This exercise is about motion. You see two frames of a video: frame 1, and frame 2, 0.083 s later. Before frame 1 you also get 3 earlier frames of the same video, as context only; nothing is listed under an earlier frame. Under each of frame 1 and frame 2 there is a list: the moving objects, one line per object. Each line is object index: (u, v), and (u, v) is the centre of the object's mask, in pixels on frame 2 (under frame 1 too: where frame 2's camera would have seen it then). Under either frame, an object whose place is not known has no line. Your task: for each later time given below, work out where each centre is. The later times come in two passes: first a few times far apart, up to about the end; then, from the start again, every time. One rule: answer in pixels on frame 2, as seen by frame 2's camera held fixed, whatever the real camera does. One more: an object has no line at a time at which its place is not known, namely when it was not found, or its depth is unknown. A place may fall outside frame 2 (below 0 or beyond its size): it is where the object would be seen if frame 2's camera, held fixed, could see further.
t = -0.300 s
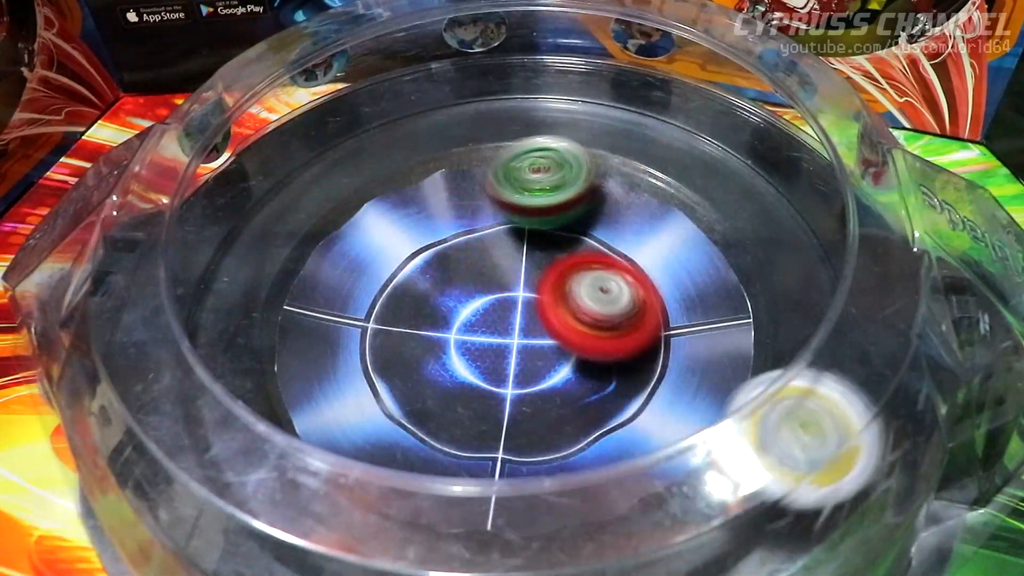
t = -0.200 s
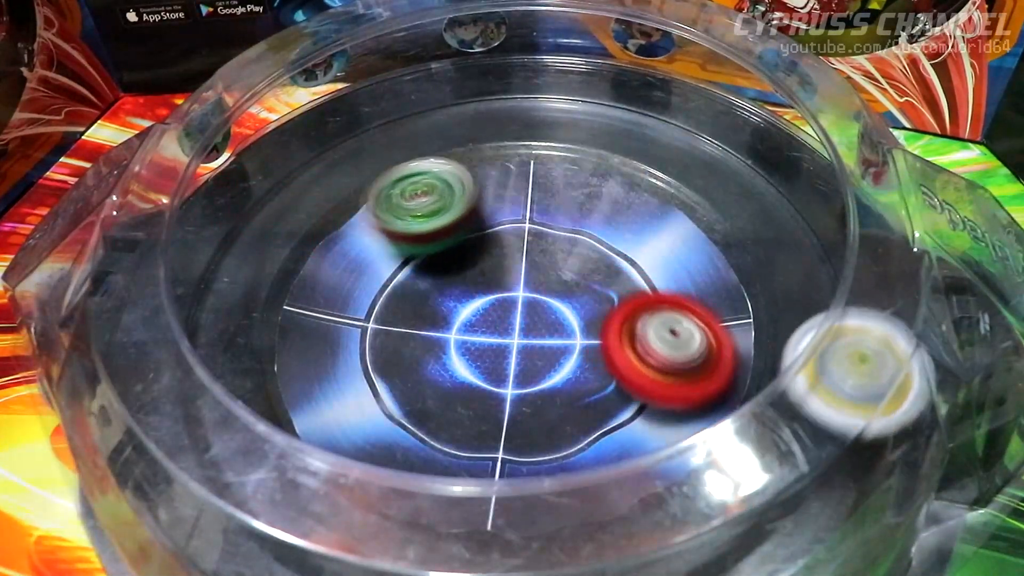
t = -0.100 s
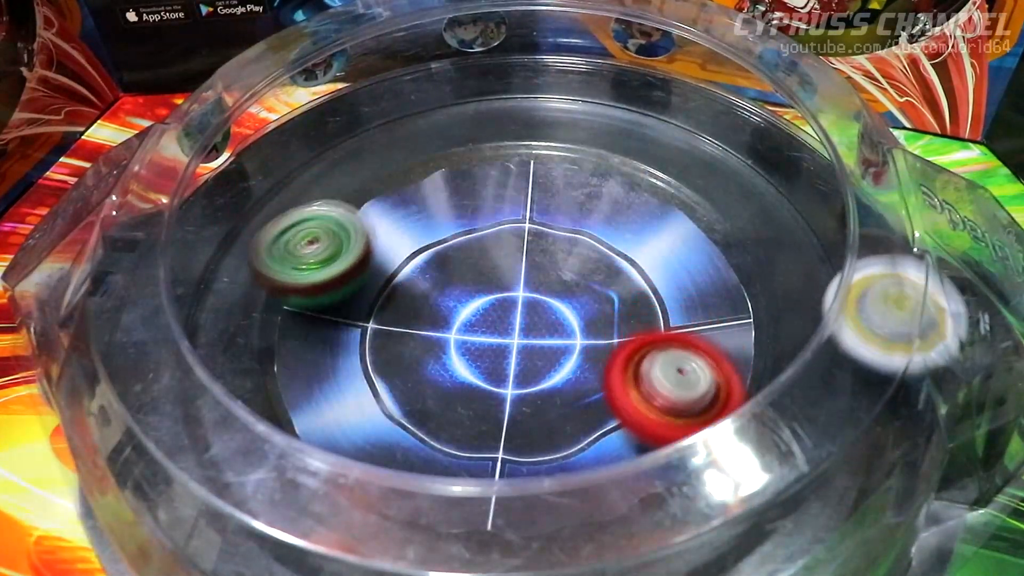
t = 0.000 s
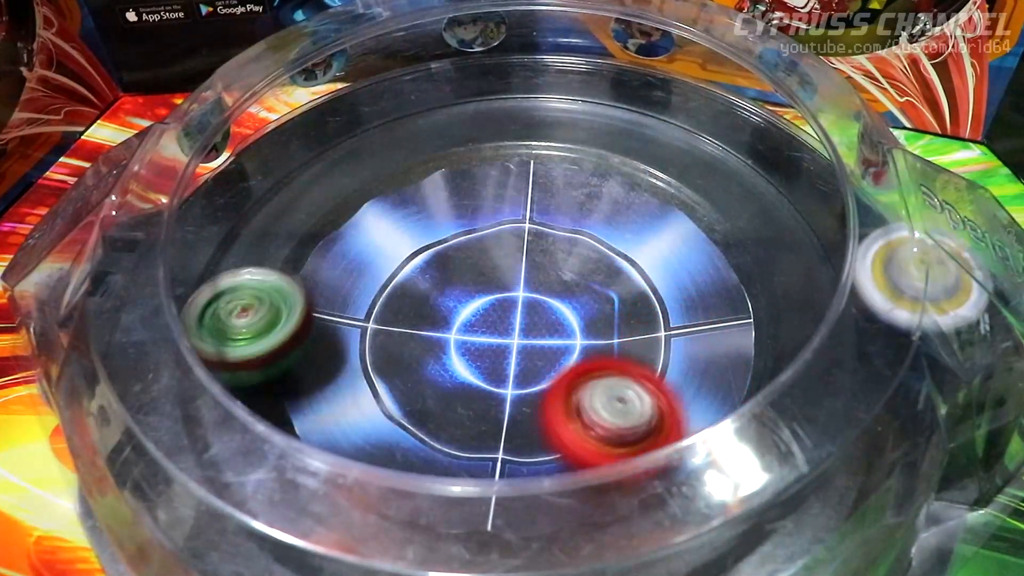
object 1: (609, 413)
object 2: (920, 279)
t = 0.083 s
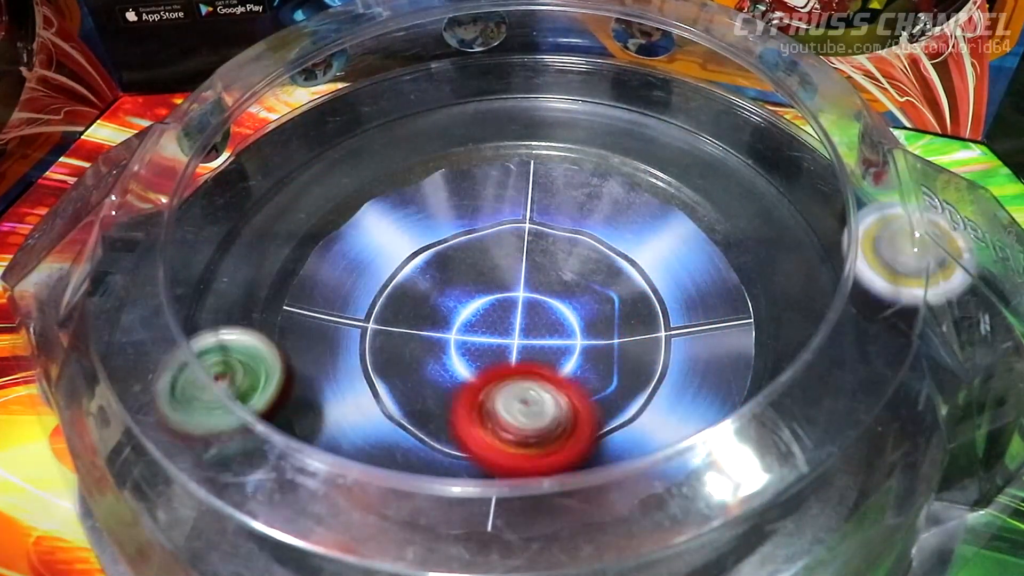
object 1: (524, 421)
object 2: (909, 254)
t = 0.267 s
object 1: (333, 333)
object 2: (860, 213)
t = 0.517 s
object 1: (432, 211)
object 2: (804, 195)
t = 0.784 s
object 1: (600, 357)
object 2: (765, 146)
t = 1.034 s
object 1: (328, 476)
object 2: (722, 145)
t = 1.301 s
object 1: (218, 440)
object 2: (645, 167)
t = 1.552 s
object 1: (296, 403)
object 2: (375, 301)
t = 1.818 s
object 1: (415, 537)
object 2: (511, 319)
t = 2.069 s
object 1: (578, 533)
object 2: (590, 291)
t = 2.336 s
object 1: (685, 530)
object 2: (577, 199)
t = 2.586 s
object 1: (706, 492)
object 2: (479, 238)
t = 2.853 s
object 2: (419, 332)
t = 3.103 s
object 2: (409, 350)
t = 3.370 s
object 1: (789, 325)
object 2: (506, 331)
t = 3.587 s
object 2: (273, 315)
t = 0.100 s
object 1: (505, 420)
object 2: (904, 249)
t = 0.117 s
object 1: (484, 416)
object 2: (898, 245)
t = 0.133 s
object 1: (463, 411)
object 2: (893, 240)
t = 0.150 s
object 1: (443, 405)
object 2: (888, 236)
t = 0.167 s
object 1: (424, 398)
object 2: (884, 232)
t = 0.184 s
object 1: (404, 389)
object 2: (881, 228)
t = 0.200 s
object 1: (385, 379)
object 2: (869, 225)
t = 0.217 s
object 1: (369, 369)
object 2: (866, 222)
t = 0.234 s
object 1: (354, 357)
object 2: (865, 219)
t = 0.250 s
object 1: (342, 344)
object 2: (863, 215)
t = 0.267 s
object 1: (333, 333)
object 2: (860, 213)
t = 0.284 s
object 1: (326, 321)
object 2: (857, 210)
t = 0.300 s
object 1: (321, 310)
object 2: (855, 208)
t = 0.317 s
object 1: (319, 298)
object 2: (852, 206)
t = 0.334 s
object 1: (319, 286)
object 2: (850, 204)
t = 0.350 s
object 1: (321, 276)
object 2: (848, 202)
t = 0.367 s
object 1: (324, 266)
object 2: (845, 202)
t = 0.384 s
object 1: (330, 257)
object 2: (843, 199)
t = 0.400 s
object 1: (337, 248)
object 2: (840, 198)
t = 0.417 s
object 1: (346, 240)
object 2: (836, 196)
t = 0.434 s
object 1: (357, 232)
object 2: (833, 195)
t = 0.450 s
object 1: (369, 226)
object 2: (829, 195)
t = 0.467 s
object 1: (382, 221)
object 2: (825, 195)
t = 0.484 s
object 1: (398, 216)
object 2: (819, 195)
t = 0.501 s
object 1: (415, 213)
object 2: (813, 194)
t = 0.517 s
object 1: (432, 211)
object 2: (804, 195)
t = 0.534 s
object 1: (450, 209)
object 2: (792, 196)
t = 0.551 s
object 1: (470, 208)
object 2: (787, 195)
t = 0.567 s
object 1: (491, 208)
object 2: (781, 194)
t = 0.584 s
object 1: (513, 210)
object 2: (775, 194)
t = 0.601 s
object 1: (534, 212)
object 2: (767, 194)
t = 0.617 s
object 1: (557, 215)
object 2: (760, 193)
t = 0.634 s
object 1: (579, 218)
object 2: (753, 193)
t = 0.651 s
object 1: (598, 223)
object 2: (747, 192)
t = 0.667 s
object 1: (619, 229)
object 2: (740, 192)
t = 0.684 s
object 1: (634, 236)
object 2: (737, 190)
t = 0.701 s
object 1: (634, 256)
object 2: (750, 179)
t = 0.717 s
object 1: (630, 279)
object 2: (766, 169)
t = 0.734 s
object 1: (626, 298)
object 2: (776, 163)
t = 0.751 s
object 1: (619, 318)
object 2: (773, 154)
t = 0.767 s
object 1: (610, 334)
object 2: (769, 148)
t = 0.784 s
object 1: (600, 357)
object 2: (765, 146)
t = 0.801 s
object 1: (588, 378)
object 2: (761, 148)
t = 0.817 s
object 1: (575, 393)
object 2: (755, 153)
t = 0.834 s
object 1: (559, 409)
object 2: (752, 149)
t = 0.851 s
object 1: (542, 422)
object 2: (750, 146)
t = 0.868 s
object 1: (523, 430)
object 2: (748, 146)
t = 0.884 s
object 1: (503, 438)
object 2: (744, 149)
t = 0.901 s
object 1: (483, 458)
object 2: (742, 148)
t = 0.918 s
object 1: (470, 476)
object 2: (740, 146)
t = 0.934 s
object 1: (439, 496)
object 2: (738, 147)
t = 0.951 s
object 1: (417, 495)
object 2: (735, 146)
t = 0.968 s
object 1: (396, 495)
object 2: (733, 146)
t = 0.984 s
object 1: (384, 495)
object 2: (730, 145)
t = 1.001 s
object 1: (362, 483)
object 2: (728, 145)
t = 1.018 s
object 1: (345, 479)
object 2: (725, 144)
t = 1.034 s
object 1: (328, 476)
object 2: (722, 145)
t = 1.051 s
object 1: (314, 475)
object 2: (719, 145)
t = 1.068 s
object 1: (302, 473)
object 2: (716, 145)
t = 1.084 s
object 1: (287, 479)
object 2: (712, 145)
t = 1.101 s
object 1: (276, 473)
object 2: (709, 146)
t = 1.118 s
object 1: (271, 476)
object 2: (706, 146)
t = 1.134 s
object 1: (254, 464)
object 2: (703, 147)
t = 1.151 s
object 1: (236, 475)
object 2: (700, 148)
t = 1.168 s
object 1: (225, 479)
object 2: (697, 149)
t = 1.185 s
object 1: (219, 478)
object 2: (694, 150)
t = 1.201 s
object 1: (214, 477)
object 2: (691, 151)
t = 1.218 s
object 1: (211, 474)
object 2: (687, 153)
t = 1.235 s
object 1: (213, 466)
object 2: (680, 156)
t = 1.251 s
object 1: (210, 464)
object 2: (673, 158)
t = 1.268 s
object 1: (209, 460)
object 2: (665, 162)
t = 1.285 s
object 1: (208, 454)
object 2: (655, 164)
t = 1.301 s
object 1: (218, 440)
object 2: (645, 167)
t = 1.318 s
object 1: (220, 435)
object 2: (633, 171)
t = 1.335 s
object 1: (223, 431)
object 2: (619, 176)
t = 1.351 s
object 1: (225, 429)
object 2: (603, 179)
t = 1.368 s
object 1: (228, 427)
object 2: (587, 183)
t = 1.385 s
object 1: (231, 426)
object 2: (570, 186)
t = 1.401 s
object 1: (235, 424)
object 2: (549, 191)
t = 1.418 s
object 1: (241, 422)
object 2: (528, 198)
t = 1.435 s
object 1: (245, 420)
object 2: (509, 205)
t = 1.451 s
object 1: (245, 425)
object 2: (487, 214)
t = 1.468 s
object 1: (247, 425)
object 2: (467, 224)
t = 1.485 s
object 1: (268, 422)
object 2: (447, 237)
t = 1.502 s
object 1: (272, 422)
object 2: (426, 251)
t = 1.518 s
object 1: (286, 416)
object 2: (406, 265)
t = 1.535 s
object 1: (291, 416)
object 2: (389, 282)
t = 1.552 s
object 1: (296, 403)
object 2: (375, 301)
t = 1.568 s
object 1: (306, 404)
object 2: (366, 313)
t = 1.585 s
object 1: (316, 405)
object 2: (364, 321)
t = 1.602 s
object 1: (316, 420)
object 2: (368, 321)
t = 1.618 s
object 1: (320, 439)
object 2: (375, 321)
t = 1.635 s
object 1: (333, 480)
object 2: (384, 320)
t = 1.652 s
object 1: (330, 476)
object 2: (395, 316)
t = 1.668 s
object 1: (337, 497)
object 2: (406, 315)
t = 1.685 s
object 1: (342, 523)
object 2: (417, 314)
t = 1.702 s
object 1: (345, 522)
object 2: (429, 312)
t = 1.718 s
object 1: (354, 526)
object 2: (441, 312)
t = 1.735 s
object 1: (358, 533)
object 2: (453, 311)
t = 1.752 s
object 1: (363, 526)
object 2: (465, 312)
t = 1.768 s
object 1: (375, 527)
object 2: (477, 313)
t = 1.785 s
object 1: (389, 522)
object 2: (489, 314)
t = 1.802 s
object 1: (405, 527)
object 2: (500, 316)
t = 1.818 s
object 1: (415, 537)
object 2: (511, 319)
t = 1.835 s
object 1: (434, 535)
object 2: (520, 321)
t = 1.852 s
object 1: (444, 534)
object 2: (530, 323)
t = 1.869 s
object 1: (457, 534)
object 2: (540, 324)
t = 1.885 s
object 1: (469, 533)
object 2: (548, 323)
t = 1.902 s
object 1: (481, 534)
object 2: (557, 323)
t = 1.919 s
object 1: (489, 548)
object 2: (565, 321)
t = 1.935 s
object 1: (501, 533)
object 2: (572, 319)
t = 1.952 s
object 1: (507, 542)
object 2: (579, 317)
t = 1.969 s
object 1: (521, 540)
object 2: (583, 314)
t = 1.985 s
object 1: (531, 540)
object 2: (587, 311)
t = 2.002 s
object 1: (541, 537)
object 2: (589, 307)
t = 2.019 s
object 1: (551, 535)
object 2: (590, 303)
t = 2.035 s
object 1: (560, 537)
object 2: (591, 299)
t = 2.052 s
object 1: (567, 536)
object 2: (591, 295)
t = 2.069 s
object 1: (578, 533)
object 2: (590, 291)
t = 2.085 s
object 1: (587, 532)
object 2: (589, 286)
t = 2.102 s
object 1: (595, 533)
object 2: (588, 281)
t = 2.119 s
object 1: (604, 533)
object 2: (591, 271)
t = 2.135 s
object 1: (613, 533)
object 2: (595, 264)
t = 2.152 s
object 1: (620, 533)
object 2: (597, 258)
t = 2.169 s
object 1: (623, 533)
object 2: (598, 252)
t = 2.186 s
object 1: (636, 525)
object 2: (596, 248)
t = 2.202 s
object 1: (644, 525)
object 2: (593, 246)
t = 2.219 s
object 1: (651, 525)
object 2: (588, 245)
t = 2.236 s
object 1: (659, 525)
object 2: (584, 244)
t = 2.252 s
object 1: (666, 525)
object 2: (581, 243)
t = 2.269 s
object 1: (664, 532)
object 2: (583, 231)
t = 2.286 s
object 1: (681, 526)
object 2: (583, 221)
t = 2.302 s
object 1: (678, 533)
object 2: (583, 212)
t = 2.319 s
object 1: (684, 533)
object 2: (580, 205)
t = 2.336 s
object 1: (685, 530)
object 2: (577, 199)
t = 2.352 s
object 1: (685, 528)
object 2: (572, 195)
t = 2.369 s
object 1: (685, 527)
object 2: (568, 193)
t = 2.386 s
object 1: (685, 527)
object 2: (562, 191)
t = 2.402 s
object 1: (686, 527)
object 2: (556, 191)
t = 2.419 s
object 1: (688, 525)
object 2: (549, 192)
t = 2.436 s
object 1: (688, 523)
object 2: (543, 194)
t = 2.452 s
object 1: (690, 521)
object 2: (536, 195)
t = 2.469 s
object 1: (692, 519)
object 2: (529, 198)
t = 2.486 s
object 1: (694, 517)
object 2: (522, 201)
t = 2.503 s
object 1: (696, 515)
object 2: (515, 205)
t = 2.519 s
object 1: (694, 499)
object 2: (508, 210)
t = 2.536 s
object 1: (702, 498)
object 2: (501, 216)
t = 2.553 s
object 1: (702, 490)
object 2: (494, 222)
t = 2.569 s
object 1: (705, 493)
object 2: (486, 229)
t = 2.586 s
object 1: (706, 492)
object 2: (479, 238)
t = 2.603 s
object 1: (706, 492)
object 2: (471, 248)
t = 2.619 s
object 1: (705, 490)
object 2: (464, 259)
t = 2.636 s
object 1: (705, 489)
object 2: (455, 268)
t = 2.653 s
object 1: (705, 487)
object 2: (443, 266)
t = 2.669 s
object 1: (742, 495)
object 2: (431, 268)
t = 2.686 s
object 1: (765, 482)
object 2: (419, 269)
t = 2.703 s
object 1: (766, 482)
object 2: (411, 272)
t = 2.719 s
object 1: (779, 462)
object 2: (405, 275)
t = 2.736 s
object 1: (785, 427)
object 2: (401, 280)
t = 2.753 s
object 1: (793, 435)
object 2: (398, 284)
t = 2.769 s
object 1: (797, 437)
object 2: (398, 291)
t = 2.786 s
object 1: (799, 428)
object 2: (399, 300)
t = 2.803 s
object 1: (788, 450)
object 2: (402, 307)
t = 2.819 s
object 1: (787, 446)
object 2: (406, 314)
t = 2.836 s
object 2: (410, 322)
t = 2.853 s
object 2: (419, 332)
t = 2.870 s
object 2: (426, 339)
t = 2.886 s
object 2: (438, 348)
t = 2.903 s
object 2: (452, 355)
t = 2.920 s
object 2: (469, 359)
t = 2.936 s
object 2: (483, 363)
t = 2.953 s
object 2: (470, 366)
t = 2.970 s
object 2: (456, 368)
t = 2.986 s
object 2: (443, 368)
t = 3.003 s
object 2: (433, 367)
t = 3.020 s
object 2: (424, 365)
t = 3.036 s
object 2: (418, 363)
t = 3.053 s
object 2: (413, 360)
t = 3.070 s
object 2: (411, 356)
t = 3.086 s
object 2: (409, 353)
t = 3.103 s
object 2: (409, 350)
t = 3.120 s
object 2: (409, 348)
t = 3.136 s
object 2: (411, 345)
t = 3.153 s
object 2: (414, 343)
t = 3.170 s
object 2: (418, 342)
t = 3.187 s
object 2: (423, 341)
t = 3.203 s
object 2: (427, 340)
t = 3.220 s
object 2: (433, 340)
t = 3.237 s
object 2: (441, 341)
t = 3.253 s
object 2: (448, 341)
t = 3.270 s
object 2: (455, 341)
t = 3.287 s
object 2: (462, 341)
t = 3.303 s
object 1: (798, 343)
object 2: (471, 340)
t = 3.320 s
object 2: (479, 338)
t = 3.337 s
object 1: (794, 334)
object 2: (487, 337)
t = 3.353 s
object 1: (791, 329)
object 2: (497, 335)
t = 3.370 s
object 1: (789, 325)
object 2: (506, 331)
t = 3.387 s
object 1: (786, 321)
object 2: (514, 327)
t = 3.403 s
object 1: (783, 317)
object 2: (521, 321)
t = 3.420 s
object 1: (776, 307)
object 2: (528, 315)
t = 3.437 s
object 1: (776, 303)
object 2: (506, 312)
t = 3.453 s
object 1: (775, 300)
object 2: (470, 315)
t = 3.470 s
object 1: (775, 297)
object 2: (439, 316)
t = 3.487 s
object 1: (775, 295)
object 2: (405, 315)
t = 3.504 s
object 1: (776, 298)
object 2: (376, 313)
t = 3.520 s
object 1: (779, 299)
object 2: (350, 313)
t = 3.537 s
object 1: (780, 302)
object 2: (327, 312)
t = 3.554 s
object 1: (788, 310)
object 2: (306, 312)
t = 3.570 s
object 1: (791, 314)
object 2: (288, 314)
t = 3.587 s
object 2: (273, 315)
